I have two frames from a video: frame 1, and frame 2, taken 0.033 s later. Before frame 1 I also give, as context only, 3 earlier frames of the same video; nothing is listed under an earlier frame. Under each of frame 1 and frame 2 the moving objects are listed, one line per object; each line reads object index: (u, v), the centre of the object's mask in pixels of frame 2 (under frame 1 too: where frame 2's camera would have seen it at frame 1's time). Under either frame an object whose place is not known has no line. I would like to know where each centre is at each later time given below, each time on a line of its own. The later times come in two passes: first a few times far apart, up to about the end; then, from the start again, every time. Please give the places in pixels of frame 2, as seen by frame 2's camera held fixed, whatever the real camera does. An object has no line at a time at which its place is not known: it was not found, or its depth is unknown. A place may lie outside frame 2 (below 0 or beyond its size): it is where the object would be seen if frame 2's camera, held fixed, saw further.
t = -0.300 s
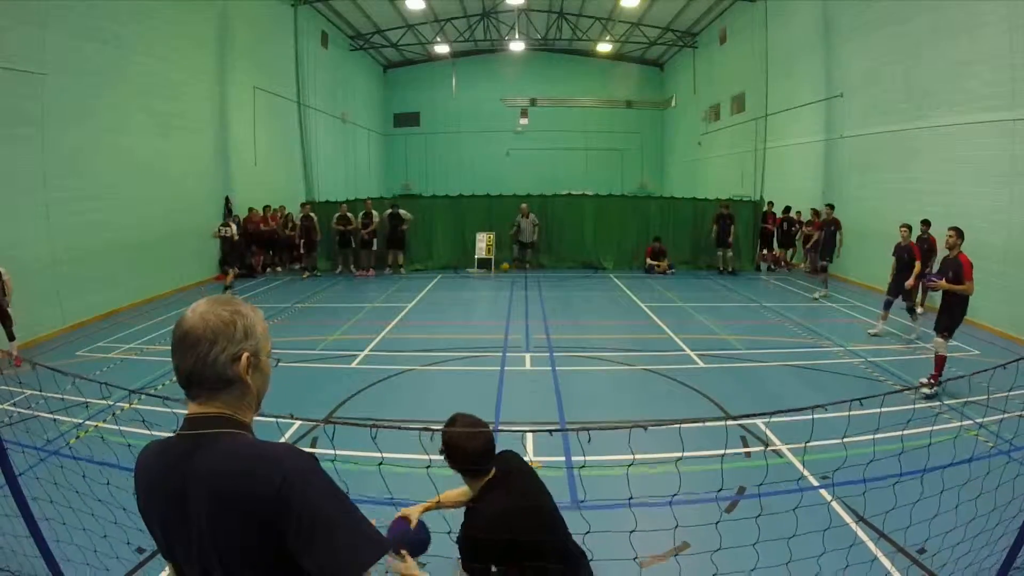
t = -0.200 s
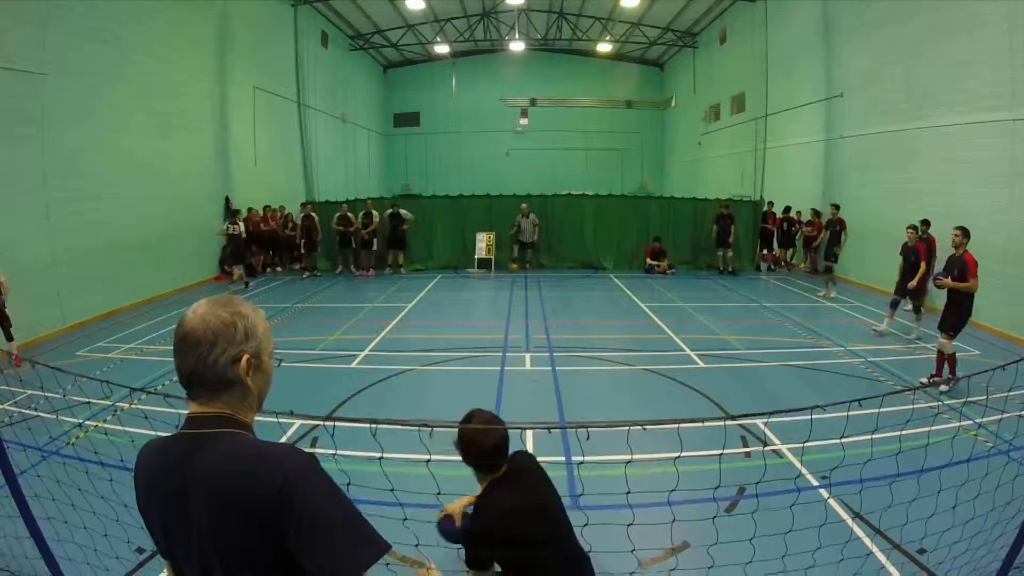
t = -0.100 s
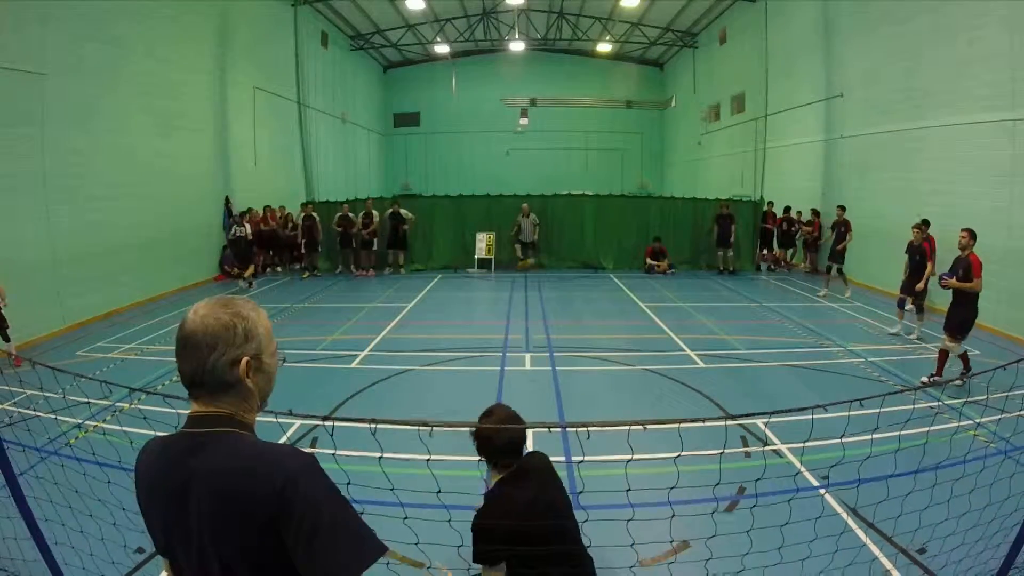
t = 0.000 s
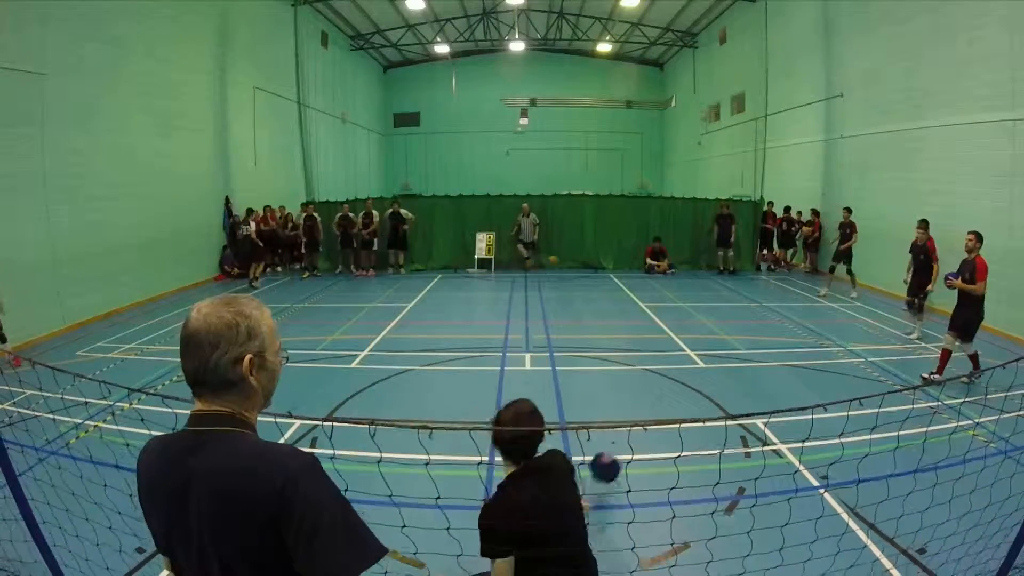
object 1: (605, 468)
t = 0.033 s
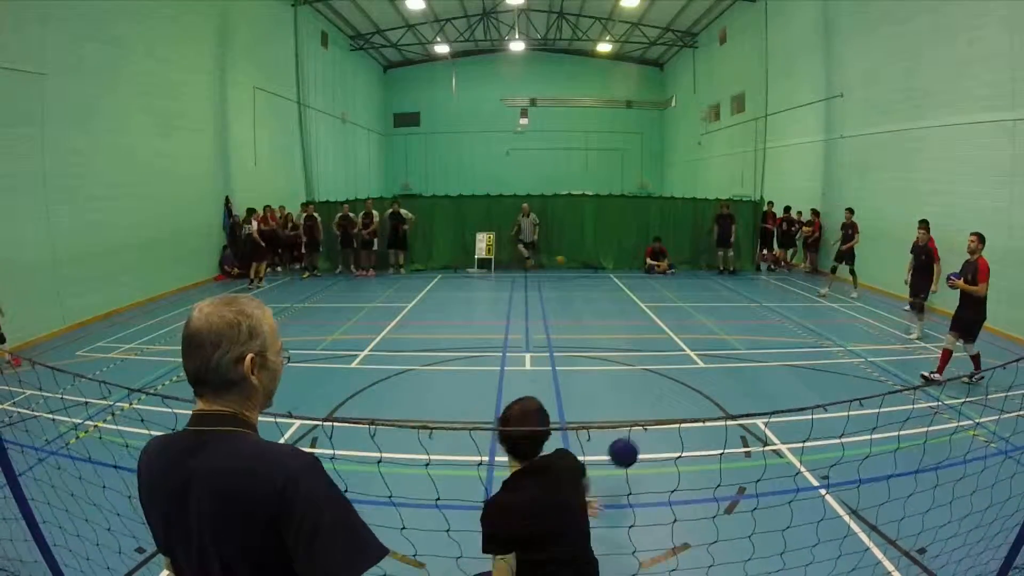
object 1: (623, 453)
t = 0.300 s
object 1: (725, 404)
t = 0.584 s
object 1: (780, 363)
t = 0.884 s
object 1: (812, 352)
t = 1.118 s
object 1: (829, 335)
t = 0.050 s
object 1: (631, 447)
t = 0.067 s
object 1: (639, 440)
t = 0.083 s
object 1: (648, 436)
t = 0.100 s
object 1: (656, 430)
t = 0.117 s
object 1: (663, 425)
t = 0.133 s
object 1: (670, 422)
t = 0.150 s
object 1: (676, 418)
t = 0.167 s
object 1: (683, 414)
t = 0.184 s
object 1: (689, 412)
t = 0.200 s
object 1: (695, 411)
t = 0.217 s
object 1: (700, 409)
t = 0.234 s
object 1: (705, 407)
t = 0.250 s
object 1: (711, 406)
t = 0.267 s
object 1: (716, 405)
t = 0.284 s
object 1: (720, 404)
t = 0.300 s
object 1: (725, 404)
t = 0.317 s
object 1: (729, 405)
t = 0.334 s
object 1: (733, 405)
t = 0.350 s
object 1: (737, 406)
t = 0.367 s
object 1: (740, 408)
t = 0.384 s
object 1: (743, 408)
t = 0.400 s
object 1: (747, 403)
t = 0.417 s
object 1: (751, 396)
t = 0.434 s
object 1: (754, 391)
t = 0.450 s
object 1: (758, 387)
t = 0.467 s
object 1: (761, 383)
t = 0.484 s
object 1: (764, 379)
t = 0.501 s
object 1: (767, 375)
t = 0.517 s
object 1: (770, 372)
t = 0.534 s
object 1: (772, 369)
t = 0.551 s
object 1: (775, 367)
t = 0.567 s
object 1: (778, 365)
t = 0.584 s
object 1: (780, 363)
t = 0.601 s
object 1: (783, 361)
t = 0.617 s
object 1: (785, 360)
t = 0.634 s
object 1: (787, 359)
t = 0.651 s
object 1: (789, 358)
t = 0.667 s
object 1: (791, 358)
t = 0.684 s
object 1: (792, 358)
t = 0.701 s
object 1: (794, 358)
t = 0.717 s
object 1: (796, 358)
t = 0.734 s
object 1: (798, 359)
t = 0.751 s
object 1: (799, 359)
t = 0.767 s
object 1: (801, 360)
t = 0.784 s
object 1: (802, 361)
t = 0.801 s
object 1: (803, 363)
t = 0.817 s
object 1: (804, 365)
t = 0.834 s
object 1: (806, 364)
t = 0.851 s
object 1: (807, 360)
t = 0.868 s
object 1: (810, 356)
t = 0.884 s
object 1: (812, 352)
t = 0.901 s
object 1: (813, 351)
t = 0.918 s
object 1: (815, 348)
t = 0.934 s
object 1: (816, 346)
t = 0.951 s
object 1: (818, 344)
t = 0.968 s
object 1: (819, 341)
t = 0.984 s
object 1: (820, 341)
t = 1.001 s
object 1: (822, 338)
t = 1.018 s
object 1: (824, 337)
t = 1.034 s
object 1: (824, 337)
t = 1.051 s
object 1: (825, 336)
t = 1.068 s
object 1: (827, 335)
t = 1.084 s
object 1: (828, 335)
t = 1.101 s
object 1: (829, 335)
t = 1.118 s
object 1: (829, 335)
